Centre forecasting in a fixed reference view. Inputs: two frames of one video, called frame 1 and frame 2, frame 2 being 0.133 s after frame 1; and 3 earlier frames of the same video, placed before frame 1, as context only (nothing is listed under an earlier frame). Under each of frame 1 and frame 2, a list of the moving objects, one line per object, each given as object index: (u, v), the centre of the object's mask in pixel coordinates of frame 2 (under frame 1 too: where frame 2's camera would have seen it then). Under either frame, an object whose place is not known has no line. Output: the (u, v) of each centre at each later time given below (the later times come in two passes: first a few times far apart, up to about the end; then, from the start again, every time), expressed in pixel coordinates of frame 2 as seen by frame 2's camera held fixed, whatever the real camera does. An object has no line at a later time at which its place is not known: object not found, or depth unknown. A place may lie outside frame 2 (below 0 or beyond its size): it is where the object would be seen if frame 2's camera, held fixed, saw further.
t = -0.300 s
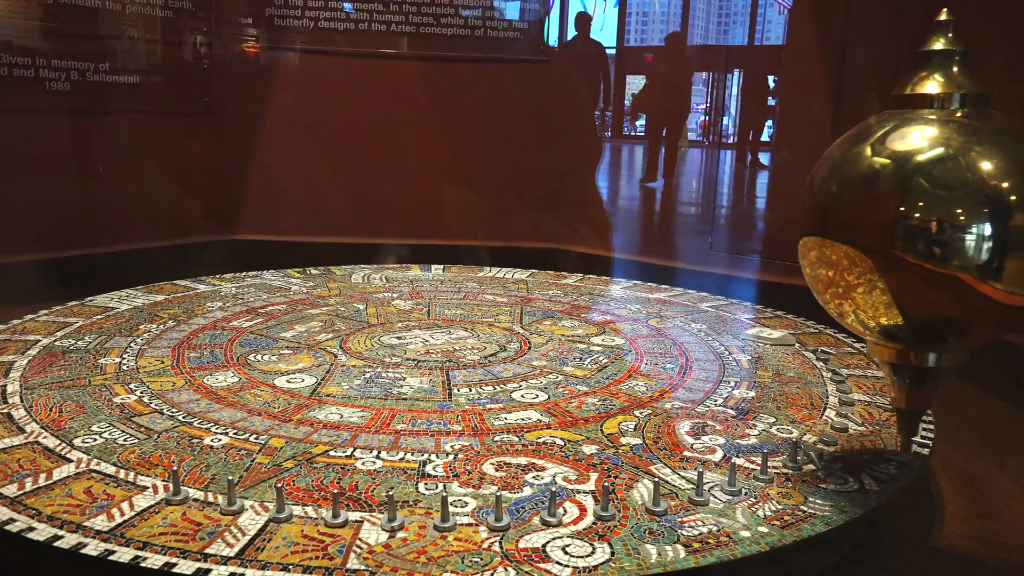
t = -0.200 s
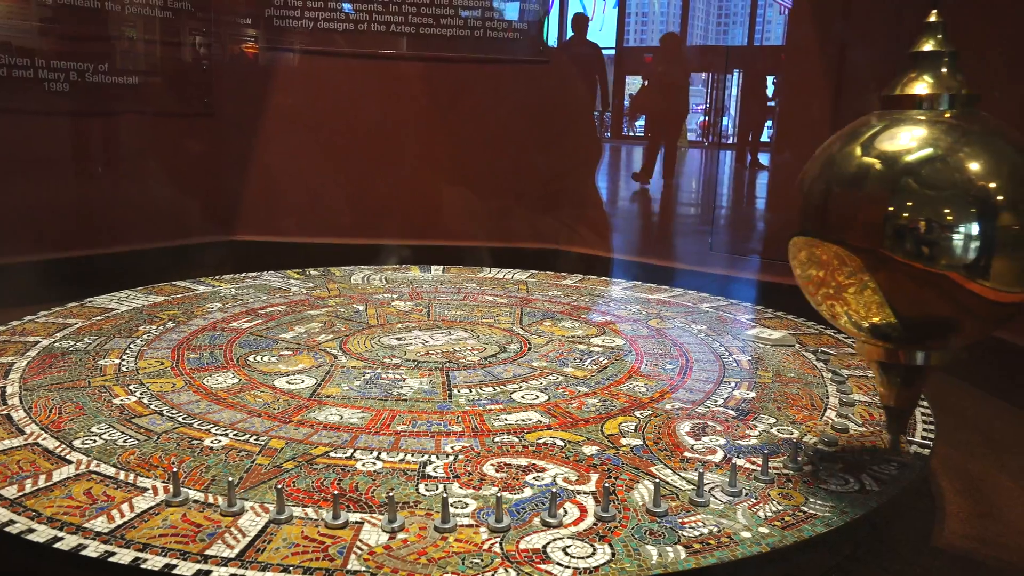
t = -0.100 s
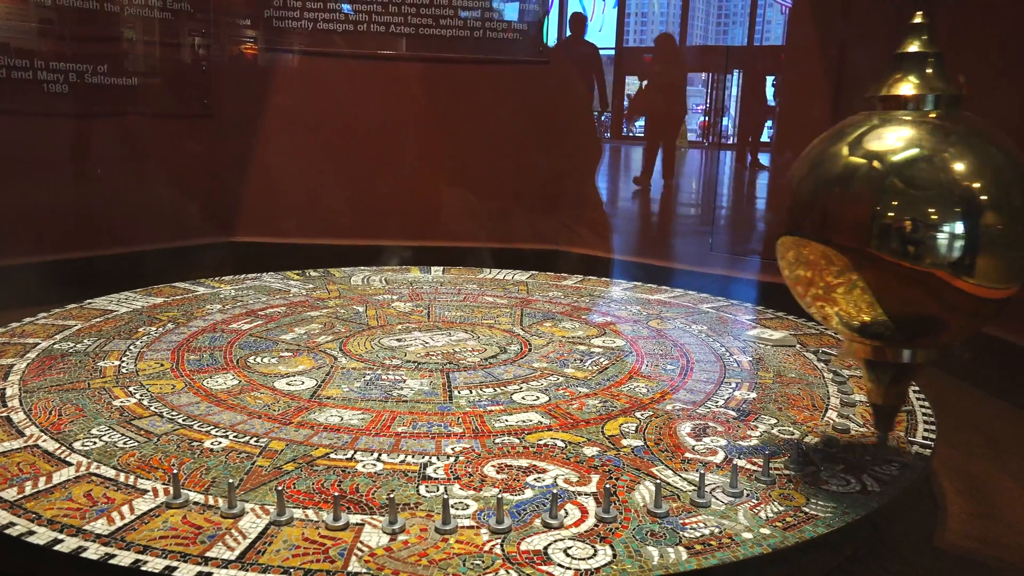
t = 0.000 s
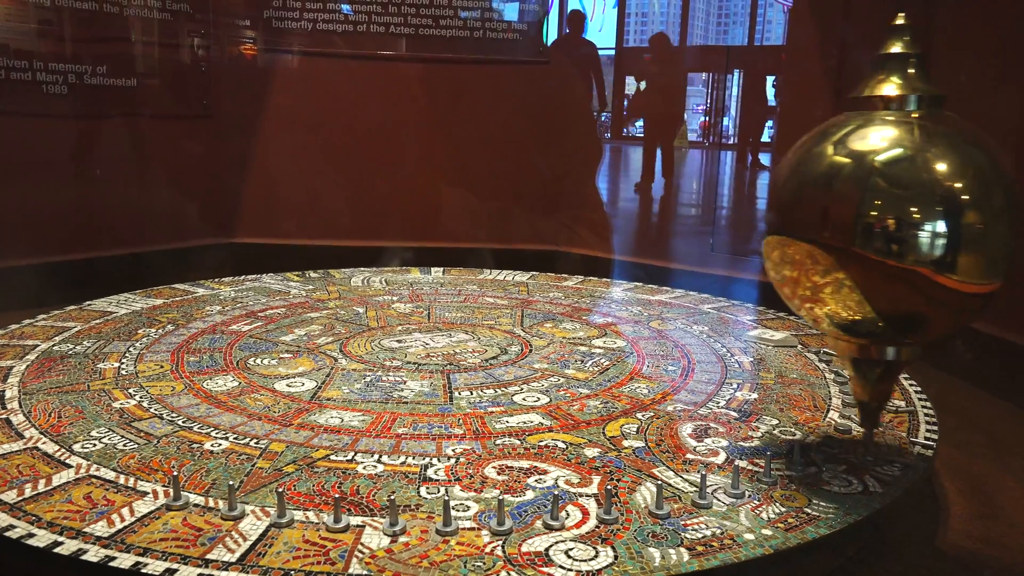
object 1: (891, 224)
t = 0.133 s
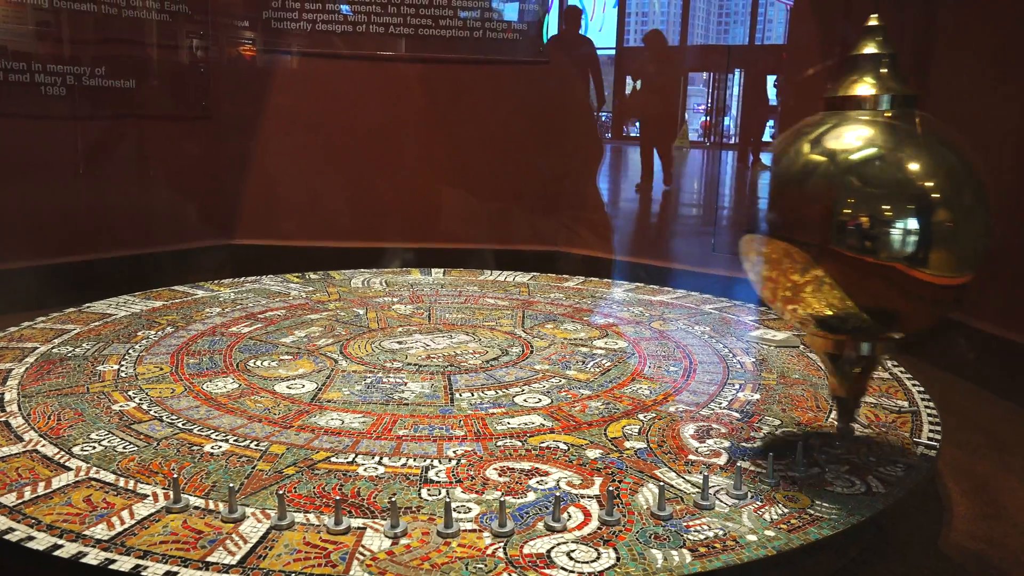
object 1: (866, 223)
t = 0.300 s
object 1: (822, 222)
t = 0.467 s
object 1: (784, 224)
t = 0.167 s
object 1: (857, 224)
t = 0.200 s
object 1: (846, 222)
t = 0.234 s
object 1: (838, 221)
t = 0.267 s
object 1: (827, 219)
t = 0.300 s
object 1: (822, 222)
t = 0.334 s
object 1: (815, 222)
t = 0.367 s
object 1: (807, 223)
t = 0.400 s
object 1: (800, 224)
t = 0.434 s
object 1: (793, 224)
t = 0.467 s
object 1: (784, 224)
